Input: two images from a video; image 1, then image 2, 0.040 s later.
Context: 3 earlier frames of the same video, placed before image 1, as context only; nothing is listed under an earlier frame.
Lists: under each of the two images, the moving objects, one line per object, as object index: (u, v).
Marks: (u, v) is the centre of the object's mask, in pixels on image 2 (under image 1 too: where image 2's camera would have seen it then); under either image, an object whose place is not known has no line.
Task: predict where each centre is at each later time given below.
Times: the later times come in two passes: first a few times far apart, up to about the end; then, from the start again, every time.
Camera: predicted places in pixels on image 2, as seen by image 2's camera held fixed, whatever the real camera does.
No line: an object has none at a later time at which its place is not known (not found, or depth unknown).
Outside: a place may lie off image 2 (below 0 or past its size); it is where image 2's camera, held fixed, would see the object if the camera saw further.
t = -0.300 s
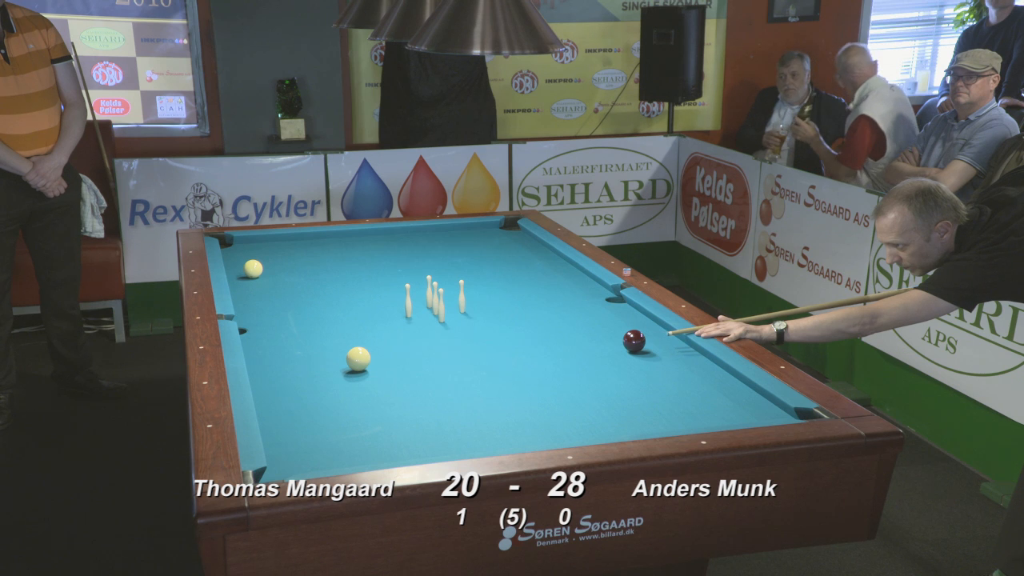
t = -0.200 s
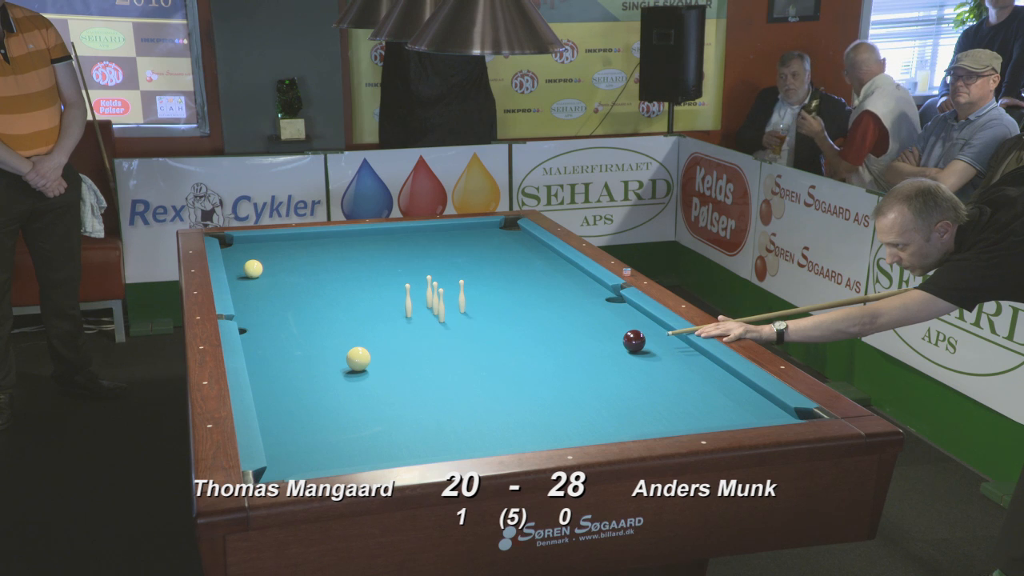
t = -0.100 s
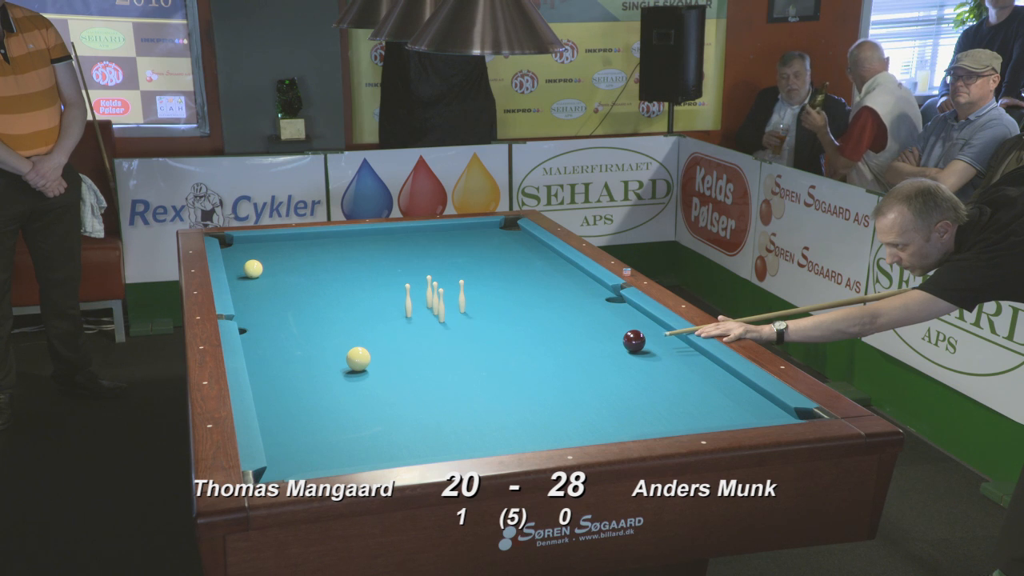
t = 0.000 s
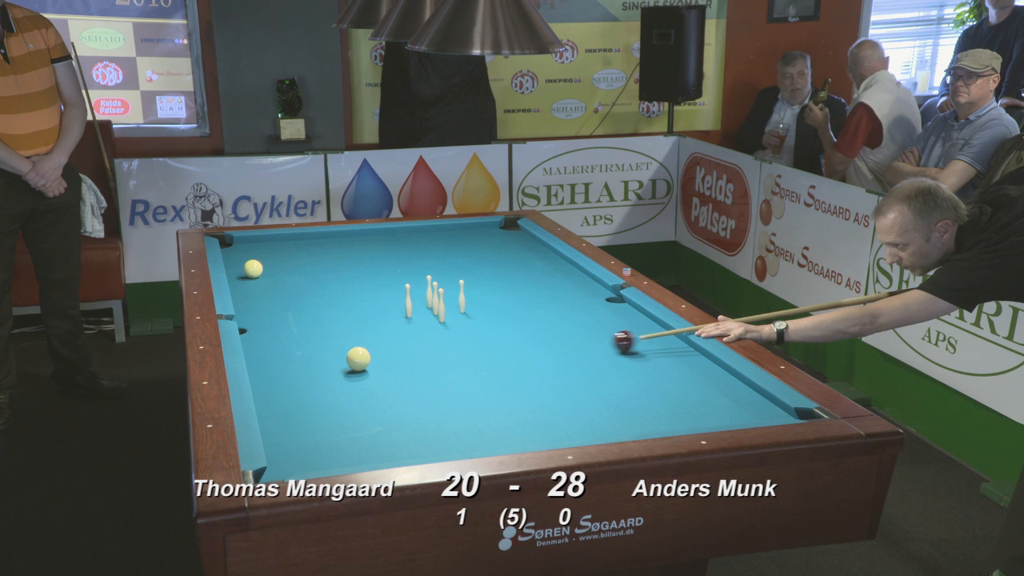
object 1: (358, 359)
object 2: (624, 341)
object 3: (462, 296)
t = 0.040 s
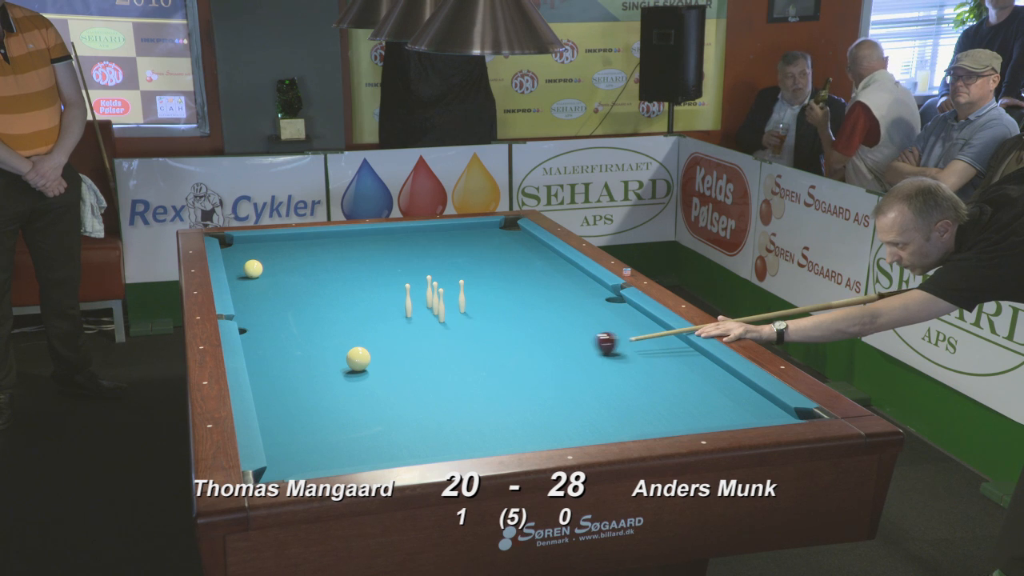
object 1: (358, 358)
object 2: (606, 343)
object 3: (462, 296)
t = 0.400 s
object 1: (358, 358)
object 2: (469, 353)
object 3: (462, 296)
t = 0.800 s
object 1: (312, 356)
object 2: (363, 369)
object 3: (462, 296)
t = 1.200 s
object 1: (271, 350)
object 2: (308, 387)
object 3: (462, 296)
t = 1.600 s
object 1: (309, 340)
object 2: (277, 404)
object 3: (462, 296)
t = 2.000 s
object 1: (343, 331)
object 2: (314, 410)
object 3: (462, 296)
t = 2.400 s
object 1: (373, 323)
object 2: (349, 417)
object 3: (462, 296)
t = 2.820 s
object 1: (400, 316)
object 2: (384, 424)
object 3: (462, 296)
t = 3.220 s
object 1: (423, 310)
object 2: (415, 430)
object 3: (462, 296)
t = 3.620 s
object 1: (445, 304)
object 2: (443, 436)
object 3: (462, 296)
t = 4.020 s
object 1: (459, 301)
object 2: (469, 441)
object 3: (485, 303)
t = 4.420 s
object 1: (470, 298)
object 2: (493, 442)
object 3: (495, 306)
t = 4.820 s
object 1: (479, 295)
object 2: (503, 439)
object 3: (495, 306)
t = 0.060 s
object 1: (358, 358)
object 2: (597, 343)
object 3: (462, 296)
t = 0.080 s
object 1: (358, 358)
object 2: (589, 344)
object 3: (462, 296)
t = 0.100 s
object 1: (358, 358)
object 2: (581, 345)
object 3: (462, 296)
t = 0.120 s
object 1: (358, 359)
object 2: (573, 345)
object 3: (462, 296)
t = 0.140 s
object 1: (358, 358)
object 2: (566, 346)
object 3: (462, 296)
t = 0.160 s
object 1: (358, 358)
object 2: (558, 346)
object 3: (462, 296)
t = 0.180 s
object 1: (358, 358)
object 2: (551, 347)
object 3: (462, 296)
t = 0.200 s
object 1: (358, 358)
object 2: (543, 348)
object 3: (462, 296)
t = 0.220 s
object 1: (358, 358)
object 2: (536, 348)
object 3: (462, 296)
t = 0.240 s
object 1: (358, 358)
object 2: (529, 349)
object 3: (462, 296)
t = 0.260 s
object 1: (358, 358)
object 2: (521, 350)
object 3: (462, 296)
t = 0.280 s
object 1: (358, 358)
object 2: (514, 350)
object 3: (462, 296)
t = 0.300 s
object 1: (358, 359)
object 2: (506, 351)
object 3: (462, 296)
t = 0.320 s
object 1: (358, 358)
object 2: (499, 351)
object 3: (462, 296)
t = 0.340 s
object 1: (358, 358)
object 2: (491, 352)
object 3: (462, 296)
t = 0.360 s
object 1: (358, 358)
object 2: (483, 353)
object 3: (462, 296)
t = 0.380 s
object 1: (358, 358)
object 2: (476, 353)
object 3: (462, 296)
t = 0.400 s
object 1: (358, 358)
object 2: (469, 353)
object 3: (462, 296)
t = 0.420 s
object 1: (358, 358)
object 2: (461, 354)
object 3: (462, 296)
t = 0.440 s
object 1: (358, 358)
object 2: (453, 355)
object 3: (462, 296)
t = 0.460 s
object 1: (358, 358)
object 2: (446, 355)
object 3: (462, 296)
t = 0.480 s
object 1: (358, 358)
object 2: (438, 356)
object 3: (462, 296)
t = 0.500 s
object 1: (358, 358)
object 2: (430, 357)
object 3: (462, 296)
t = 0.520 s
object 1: (358, 358)
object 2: (423, 357)
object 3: (462, 296)
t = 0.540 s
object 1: (358, 358)
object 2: (415, 358)
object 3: (462, 296)
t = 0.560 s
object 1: (358, 358)
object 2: (407, 358)
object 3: (462, 296)
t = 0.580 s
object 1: (358, 358)
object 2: (400, 359)
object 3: (462, 296)
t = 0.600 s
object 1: (358, 358)
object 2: (392, 360)
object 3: (462, 296)
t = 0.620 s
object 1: (358, 358)
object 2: (385, 360)
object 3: (462, 296)
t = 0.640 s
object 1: (355, 358)
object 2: (380, 361)
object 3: (462, 296)
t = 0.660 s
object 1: (348, 357)
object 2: (379, 362)
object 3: (462, 296)
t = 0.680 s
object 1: (342, 357)
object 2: (377, 363)
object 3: (462, 296)
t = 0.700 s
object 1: (337, 357)
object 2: (375, 364)
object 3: (462, 296)
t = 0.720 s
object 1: (332, 357)
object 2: (373, 365)
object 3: (462, 296)
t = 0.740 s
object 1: (326, 356)
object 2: (371, 366)
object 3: (462, 296)
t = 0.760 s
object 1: (321, 356)
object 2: (369, 367)
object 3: (462, 296)
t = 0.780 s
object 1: (316, 356)
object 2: (366, 368)
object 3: (462, 296)
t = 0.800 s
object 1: (312, 356)
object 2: (363, 369)
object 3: (462, 296)
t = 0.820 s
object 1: (308, 356)
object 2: (361, 370)
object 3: (462, 296)
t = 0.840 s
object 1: (303, 355)
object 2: (358, 371)
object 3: (462, 296)
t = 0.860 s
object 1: (299, 355)
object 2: (355, 372)
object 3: (462, 296)
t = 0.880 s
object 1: (295, 355)
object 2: (353, 372)
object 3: (462, 296)
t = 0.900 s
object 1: (291, 355)
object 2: (350, 373)
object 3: (462, 296)
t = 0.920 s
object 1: (287, 355)
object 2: (347, 374)
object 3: (462, 296)
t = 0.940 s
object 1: (282, 354)
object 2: (344, 375)
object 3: (462, 296)
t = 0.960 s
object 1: (278, 354)
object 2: (342, 376)
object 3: (462, 296)
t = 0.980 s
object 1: (274, 354)
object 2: (339, 377)
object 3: (462, 296)
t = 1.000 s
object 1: (270, 354)
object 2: (336, 378)
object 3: (462, 296)
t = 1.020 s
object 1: (266, 354)
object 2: (334, 379)
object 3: (462, 296)
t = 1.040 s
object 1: (262, 353)
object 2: (331, 380)
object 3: (462, 296)
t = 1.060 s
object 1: (258, 353)
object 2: (328, 381)
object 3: (462, 296)
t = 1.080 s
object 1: (255, 353)
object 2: (325, 382)
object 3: (462, 296)
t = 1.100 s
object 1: (258, 352)
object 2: (322, 383)
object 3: (462, 296)
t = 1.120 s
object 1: (261, 352)
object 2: (320, 383)
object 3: (462, 296)
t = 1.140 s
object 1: (264, 351)
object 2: (317, 384)
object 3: (462, 296)
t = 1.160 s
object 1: (266, 351)
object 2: (314, 386)
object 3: (462, 296)
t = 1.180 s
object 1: (268, 350)
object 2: (311, 386)
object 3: (462, 296)
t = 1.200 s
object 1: (271, 350)
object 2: (308, 387)
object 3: (462, 296)
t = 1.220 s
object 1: (273, 349)
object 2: (306, 388)
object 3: (462, 296)
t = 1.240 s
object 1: (275, 349)
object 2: (303, 389)
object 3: (462, 296)
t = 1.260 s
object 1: (277, 348)
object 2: (300, 390)
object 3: (462, 296)
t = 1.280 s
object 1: (279, 348)
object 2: (297, 391)
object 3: (462, 296)
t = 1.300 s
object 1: (281, 347)
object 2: (294, 392)
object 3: (462, 296)
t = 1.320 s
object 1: (283, 346)
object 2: (291, 393)
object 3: (462, 296)
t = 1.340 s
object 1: (284, 346)
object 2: (288, 394)
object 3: (462, 296)
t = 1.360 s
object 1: (286, 346)
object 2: (285, 395)
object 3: (462, 296)
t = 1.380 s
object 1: (288, 345)
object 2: (283, 396)
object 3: (462, 296)
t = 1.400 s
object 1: (290, 345)
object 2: (280, 397)
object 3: (462, 296)
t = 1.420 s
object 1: (292, 344)
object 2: (277, 398)
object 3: (462, 296)
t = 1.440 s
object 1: (294, 344)
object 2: (274, 399)
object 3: (462, 296)
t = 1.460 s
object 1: (296, 343)
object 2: (271, 400)
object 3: (462, 296)
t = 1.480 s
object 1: (298, 343)
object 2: (268, 401)
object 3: (462, 296)
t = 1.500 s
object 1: (300, 342)
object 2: (267, 402)
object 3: (462, 296)
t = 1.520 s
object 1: (302, 342)
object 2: (269, 403)
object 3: (462, 296)
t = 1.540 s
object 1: (303, 341)
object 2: (271, 403)
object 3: (462, 296)
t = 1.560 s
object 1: (305, 341)
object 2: (274, 403)
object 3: (462, 296)
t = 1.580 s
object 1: (307, 340)
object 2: (275, 403)
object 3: (462, 296)
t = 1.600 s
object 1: (309, 340)
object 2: (277, 404)
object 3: (462, 296)
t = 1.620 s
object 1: (311, 339)
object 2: (279, 404)
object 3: (462, 296)
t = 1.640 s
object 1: (312, 339)
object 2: (281, 404)
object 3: (462, 296)
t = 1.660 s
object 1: (314, 338)
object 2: (283, 405)
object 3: (462, 296)
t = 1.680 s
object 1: (316, 338)
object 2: (285, 405)
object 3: (462, 296)
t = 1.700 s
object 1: (318, 337)
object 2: (287, 405)
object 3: (462, 296)
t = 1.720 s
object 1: (319, 337)
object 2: (289, 406)
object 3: (462, 296)
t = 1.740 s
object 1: (321, 337)
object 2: (290, 406)
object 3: (462, 296)
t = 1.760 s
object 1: (323, 336)
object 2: (292, 406)
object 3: (462, 296)
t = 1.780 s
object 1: (324, 336)
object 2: (294, 407)
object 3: (462, 296)
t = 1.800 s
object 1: (326, 335)
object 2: (296, 407)
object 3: (462, 296)
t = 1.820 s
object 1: (328, 335)
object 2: (298, 407)
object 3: (462, 296)
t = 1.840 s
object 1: (330, 334)
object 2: (300, 408)
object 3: (462, 296)
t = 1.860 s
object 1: (331, 334)
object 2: (301, 408)
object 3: (462, 296)
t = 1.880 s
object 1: (333, 334)
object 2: (303, 409)
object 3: (462, 296)
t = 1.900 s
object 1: (335, 333)
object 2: (305, 409)
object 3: (462, 296)
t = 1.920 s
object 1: (336, 333)
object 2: (307, 409)
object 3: (462, 296)
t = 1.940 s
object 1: (338, 332)
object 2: (309, 409)
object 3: (462, 296)
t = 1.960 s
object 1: (339, 332)
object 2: (311, 410)
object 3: (462, 296)
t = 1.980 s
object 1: (341, 332)
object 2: (312, 410)
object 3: (462, 296)
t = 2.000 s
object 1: (343, 331)
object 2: (314, 410)
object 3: (462, 296)
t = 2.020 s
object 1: (344, 331)
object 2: (316, 411)
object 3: (462, 296)
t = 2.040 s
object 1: (346, 330)
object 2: (318, 411)
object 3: (462, 296)
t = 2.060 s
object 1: (347, 330)
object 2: (320, 411)
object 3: (462, 296)
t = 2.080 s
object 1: (349, 329)
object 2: (321, 412)
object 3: (462, 296)
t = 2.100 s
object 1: (351, 329)
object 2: (323, 412)
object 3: (462, 296)
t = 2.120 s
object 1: (352, 329)
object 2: (325, 412)
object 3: (462, 296)
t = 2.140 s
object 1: (354, 328)
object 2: (327, 413)
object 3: (462, 296)
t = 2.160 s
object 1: (355, 328)
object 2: (329, 413)
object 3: (462, 296)
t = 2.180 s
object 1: (357, 327)
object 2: (330, 413)
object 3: (462, 296)
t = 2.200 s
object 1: (358, 327)
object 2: (332, 414)
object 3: (462, 296)
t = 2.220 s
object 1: (360, 327)
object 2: (334, 414)
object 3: (462, 296)
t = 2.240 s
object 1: (361, 326)
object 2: (335, 414)
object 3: (462, 296)
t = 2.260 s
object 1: (363, 326)
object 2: (337, 415)
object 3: (462, 296)
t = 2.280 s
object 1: (364, 326)
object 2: (339, 415)
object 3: (462, 296)
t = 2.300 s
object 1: (365, 325)
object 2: (341, 415)
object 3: (462, 296)
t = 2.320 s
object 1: (367, 325)
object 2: (343, 416)
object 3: (462, 296)
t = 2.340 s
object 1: (368, 324)
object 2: (344, 416)
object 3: (462, 296)
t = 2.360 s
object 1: (370, 324)
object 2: (346, 416)
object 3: (462, 296)
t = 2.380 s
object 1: (371, 324)
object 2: (348, 417)
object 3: (462, 296)
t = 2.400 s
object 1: (373, 323)
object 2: (349, 417)
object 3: (462, 296)
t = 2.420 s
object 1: (374, 323)
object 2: (351, 417)
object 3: (462, 296)
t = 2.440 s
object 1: (375, 323)
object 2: (353, 417)
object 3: (462, 296)
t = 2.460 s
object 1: (377, 322)
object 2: (355, 418)
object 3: (462, 296)
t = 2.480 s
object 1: (378, 322)
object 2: (356, 418)
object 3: (462, 296)
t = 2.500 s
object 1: (380, 322)
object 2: (358, 419)
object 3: (462, 296)
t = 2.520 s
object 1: (381, 321)
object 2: (359, 419)
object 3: (462, 296)
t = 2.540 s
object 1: (382, 321)
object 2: (361, 419)
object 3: (462, 296)
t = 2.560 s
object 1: (383, 321)
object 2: (363, 419)
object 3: (462, 296)
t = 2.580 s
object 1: (385, 320)
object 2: (365, 420)
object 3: (462, 296)
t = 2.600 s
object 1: (386, 320)
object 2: (366, 420)
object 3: (462, 296)
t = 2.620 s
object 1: (387, 319)
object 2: (368, 421)
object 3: (462, 296)
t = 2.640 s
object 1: (389, 319)
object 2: (370, 421)
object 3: (462, 296)
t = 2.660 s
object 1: (390, 319)
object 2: (371, 421)
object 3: (462, 296)
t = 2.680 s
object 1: (391, 319)
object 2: (373, 421)
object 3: (462, 296)
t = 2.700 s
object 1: (392, 318)
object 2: (375, 422)
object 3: (462, 296)
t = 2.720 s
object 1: (394, 318)
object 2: (376, 422)
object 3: (462, 296)
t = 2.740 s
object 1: (395, 318)
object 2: (378, 423)
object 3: (462, 296)
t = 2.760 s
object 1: (396, 317)
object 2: (379, 423)
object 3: (462, 296)
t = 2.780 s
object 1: (397, 317)
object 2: (381, 423)
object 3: (462, 296)
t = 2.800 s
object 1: (399, 317)
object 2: (383, 423)
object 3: (462, 296)
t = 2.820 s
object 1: (400, 316)
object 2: (384, 424)
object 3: (462, 296)
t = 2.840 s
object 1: (401, 316)
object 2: (386, 424)
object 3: (462, 296)
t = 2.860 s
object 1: (402, 315)
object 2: (387, 425)
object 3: (462, 296)
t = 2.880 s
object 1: (404, 315)
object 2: (389, 425)
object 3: (462, 296)
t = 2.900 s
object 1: (405, 315)
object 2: (390, 425)
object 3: (462, 296)
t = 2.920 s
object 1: (406, 314)
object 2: (392, 426)
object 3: (462, 296)
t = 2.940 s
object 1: (407, 314)
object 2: (394, 426)
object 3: (462, 296)
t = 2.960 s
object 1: (408, 314)
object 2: (395, 426)
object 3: (462, 296)
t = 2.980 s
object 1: (410, 314)
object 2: (397, 426)
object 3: (462, 296)
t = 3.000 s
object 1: (411, 313)
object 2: (398, 427)
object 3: (462, 296)
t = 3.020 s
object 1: (412, 313)
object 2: (400, 427)
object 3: (462, 296)
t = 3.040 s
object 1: (413, 313)
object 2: (401, 428)
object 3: (462, 296)
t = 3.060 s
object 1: (414, 313)
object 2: (403, 428)
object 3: (462, 296)
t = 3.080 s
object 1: (415, 313)
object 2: (404, 428)
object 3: (462, 296)
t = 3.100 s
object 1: (416, 312)
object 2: (406, 428)
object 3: (462, 296)
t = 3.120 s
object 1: (417, 312)
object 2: (407, 429)
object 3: (462, 296)
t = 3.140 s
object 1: (419, 312)
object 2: (409, 429)
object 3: (462, 296)
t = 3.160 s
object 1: (420, 311)
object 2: (410, 429)
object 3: (462, 296)
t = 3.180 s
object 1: (421, 311)
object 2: (412, 429)
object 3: (462, 296)
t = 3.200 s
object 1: (422, 311)
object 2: (413, 430)
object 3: (462, 296)
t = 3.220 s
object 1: (423, 310)
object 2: (415, 430)
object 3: (462, 296)
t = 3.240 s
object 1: (424, 310)
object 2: (417, 430)
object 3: (462, 296)
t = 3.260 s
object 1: (425, 310)
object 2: (418, 431)
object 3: (462, 296)
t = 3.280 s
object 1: (426, 310)
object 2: (419, 431)
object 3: (462, 296)
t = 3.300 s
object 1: (427, 309)
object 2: (421, 432)
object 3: (462, 296)
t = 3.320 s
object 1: (428, 309)
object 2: (422, 432)
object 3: (462, 296)
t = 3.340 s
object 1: (429, 309)
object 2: (424, 432)
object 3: (462, 296)
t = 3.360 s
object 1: (429, 309)
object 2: (425, 432)
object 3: (462, 296)
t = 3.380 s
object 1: (430, 308)
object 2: (427, 433)
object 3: (462, 297)
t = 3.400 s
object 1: (431, 308)
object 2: (428, 433)
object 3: (462, 297)
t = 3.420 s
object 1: (431, 307)
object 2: (429, 433)
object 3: (462, 297)
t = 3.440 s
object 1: (432, 307)
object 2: (431, 434)
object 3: (462, 297)
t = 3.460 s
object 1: (432, 307)
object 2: (432, 434)
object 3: (462, 296)
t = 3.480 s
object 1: (435, 306)
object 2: (434, 434)
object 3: (462, 296)
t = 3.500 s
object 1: (436, 306)
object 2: (435, 435)
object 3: (462, 297)
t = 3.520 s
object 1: (438, 306)
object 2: (436, 435)
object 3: (462, 297)
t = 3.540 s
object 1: (438, 306)
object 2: (438, 435)
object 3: (462, 296)
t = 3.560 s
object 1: (438, 304)
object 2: (439, 435)
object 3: (462, 296)
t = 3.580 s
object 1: (444, 305)
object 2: (441, 436)
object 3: (462, 296)
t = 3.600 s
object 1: (444, 305)
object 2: (442, 436)
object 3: (462, 296)
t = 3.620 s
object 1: (445, 304)
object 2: (443, 436)
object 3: (462, 296)
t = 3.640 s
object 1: (446, 305)
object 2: (445, 437)
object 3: (462, 296)
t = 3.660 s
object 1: (447, 304)
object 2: (446, 437)
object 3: (462, 296)
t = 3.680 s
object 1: (449, 304)
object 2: (447, 437)
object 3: (462, 296)
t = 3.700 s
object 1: (450, 304)
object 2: (449, 437)
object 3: (462, 296)
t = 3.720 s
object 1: (450, 304)
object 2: (450, 438)
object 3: (462, 296)
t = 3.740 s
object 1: (450, 303)
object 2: (451, 438)
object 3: (462, 296)
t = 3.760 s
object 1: (451, 303)
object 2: (453, 438)
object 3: (462, 296)
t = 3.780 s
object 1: (451, 303)
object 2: (454, 438)
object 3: (463, 295)
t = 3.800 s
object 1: (452, 303)
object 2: (455, 439)
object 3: (464, 295)
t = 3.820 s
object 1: (452, 303)
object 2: (457, 439)
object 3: (466, 295)
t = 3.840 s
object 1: (453, 303)
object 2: (458, 439)
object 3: (467, 295)
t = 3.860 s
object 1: (454, 303)
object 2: (459, 440)
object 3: (468, 295)
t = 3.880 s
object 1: (454, 303)
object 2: (461, 440)
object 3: (470, 294)
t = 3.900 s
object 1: (455, 302)
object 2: (462, 440)
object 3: (472, 295)
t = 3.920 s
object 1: (455, 302)
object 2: (463, 440)
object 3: (474, 295)
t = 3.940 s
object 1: (456, 302)
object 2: (465, 440)
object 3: (477, 296)
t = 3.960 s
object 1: (457, 302)
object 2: (466, 440)
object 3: (480, 298)
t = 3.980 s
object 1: (458, 301)
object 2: (467, 440)
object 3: (482, 301)
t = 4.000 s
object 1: (458, 301)
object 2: (469, 440)
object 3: (485, 305)
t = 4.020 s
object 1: (459, 301)
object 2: (469, 441)
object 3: (485, 303)
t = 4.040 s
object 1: (459, 301)
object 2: (471, 441)
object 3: (486, 301)
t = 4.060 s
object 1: (460, 301)
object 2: (472, 441)
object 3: (487, 301)
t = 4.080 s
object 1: (461, 300)
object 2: (473, 441)
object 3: (488, 301)
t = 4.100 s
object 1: (461, 300)
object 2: (474, 441)
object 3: (489, 302)
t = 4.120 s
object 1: (462, 300)
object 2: (476, 441)
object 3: (490, 303)
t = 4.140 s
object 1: (462, 300)
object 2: (477, 441)
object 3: (491, 305)
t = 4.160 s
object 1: (463, 300)
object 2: (478, 441)
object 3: (491, 304)
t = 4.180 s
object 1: (464, 300)
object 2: (479, 441)
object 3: (492, 303)
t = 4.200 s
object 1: (464, 300)
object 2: (480, 441)
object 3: (492, 304)
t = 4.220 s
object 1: (465, 299)
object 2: (482, 442)
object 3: (493, 304)
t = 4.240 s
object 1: (465, 299)
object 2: (483, 442)
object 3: (494, 305)
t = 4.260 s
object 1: (466, 299)
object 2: (484, 442)
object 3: (494, 305)
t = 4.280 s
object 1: (466, 299)
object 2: (485, 442)
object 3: (494, 304)
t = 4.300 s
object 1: (467, 299)
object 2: (486, 442)
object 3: (495, 305)
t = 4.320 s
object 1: (467, 299)
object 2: (488, 442)
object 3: (495, 305)
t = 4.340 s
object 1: (468, 298)
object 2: (489, 442)
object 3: (495, 305)
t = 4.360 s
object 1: (469, 298)
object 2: (490, 442)
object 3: (495, 305)
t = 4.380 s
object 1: (469, 298)
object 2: (491, 442)
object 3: (495, 305)
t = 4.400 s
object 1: (469, 298)
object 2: (492, 442)
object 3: (495, 306)
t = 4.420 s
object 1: (470, 298)
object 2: (493, 442)
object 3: (495, 306)
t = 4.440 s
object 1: (470, 298)
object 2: (494, 442)
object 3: (495, 306)
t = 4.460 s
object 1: (471, 298)
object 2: (494, 442)
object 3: (495, 306)
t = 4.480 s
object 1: (471, 297)
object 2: (495, 442)
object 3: (495, 306)
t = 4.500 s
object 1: (472, 297)
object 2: (495, 442)
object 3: (495, 306)
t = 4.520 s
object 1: (472, 297)
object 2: (496, 442)
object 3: (495, 306)
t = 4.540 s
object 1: (473, 297)
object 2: (496, 441)
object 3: (495, 306)
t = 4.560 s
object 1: (473, 297)
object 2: (497, 441)
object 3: (495, 306)
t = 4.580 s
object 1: (474, 297)
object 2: (497, 441)
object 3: (495, 306)
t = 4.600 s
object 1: (474, 297)
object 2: (498, 441)
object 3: (495, 306)
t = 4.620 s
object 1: (475, 296)
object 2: (498, 441)
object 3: (495, 306)
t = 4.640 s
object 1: (475, 296)
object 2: (499, 441)
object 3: (495, 306)
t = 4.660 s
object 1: (475, 296)
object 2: (499, 440)
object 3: (495, 306)
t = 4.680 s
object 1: (476, 296)
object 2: (500, 440)
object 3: (495, 306)
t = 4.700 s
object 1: (476, 296)
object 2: (500, 440)
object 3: (495, 306)
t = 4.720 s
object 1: (477, 296)
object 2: (501, 440)
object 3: (495, 306)
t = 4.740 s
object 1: (477, 296)
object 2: (501, 440)
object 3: (495, 306)
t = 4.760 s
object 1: (477, 296)
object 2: (502, 440)
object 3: (495, 306)
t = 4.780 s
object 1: (478, 296)
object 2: (502, 439)
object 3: (495, 306)
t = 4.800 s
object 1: (478, 295)
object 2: (502, 439)
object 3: (495, 306)
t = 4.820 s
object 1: (479, 295)
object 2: (503, 439)
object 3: (495, 306)
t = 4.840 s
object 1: (479, 295)
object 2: (503, 439)
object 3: (495, 306)
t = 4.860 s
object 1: (479, 295)
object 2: (504, 439)
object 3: (495, 306)
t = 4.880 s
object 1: (480, 295)
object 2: (504, 439)
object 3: (495, 306)
